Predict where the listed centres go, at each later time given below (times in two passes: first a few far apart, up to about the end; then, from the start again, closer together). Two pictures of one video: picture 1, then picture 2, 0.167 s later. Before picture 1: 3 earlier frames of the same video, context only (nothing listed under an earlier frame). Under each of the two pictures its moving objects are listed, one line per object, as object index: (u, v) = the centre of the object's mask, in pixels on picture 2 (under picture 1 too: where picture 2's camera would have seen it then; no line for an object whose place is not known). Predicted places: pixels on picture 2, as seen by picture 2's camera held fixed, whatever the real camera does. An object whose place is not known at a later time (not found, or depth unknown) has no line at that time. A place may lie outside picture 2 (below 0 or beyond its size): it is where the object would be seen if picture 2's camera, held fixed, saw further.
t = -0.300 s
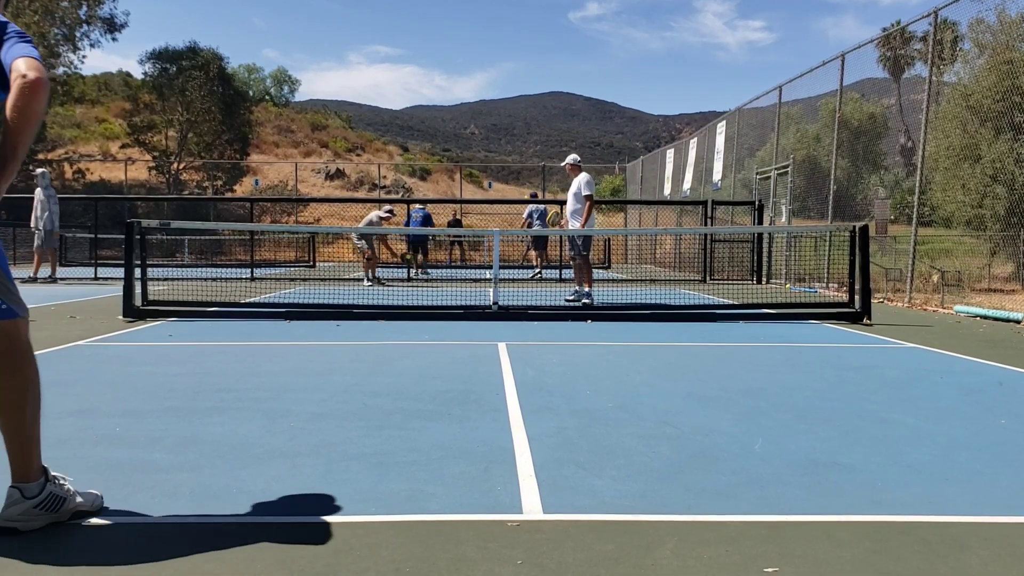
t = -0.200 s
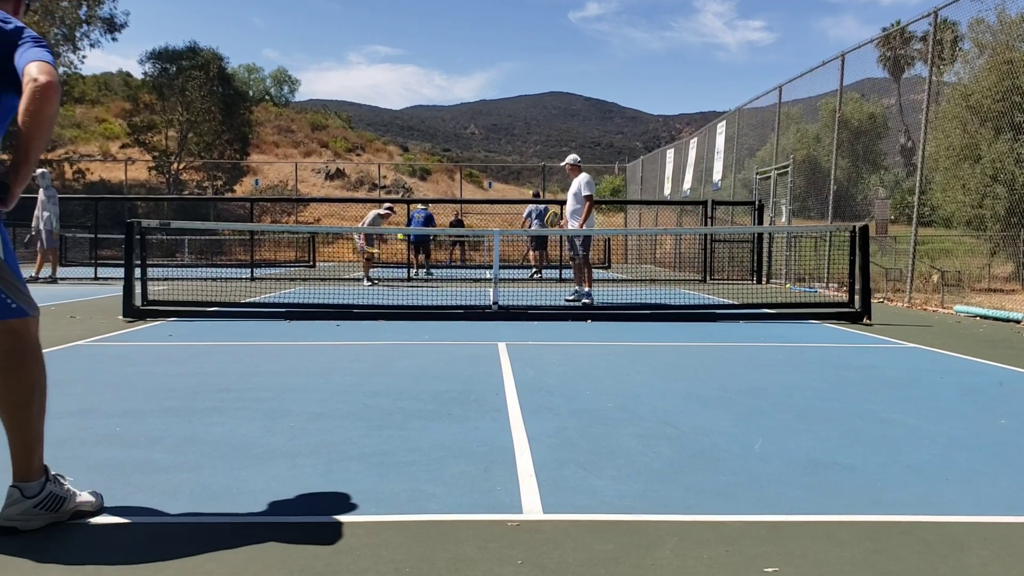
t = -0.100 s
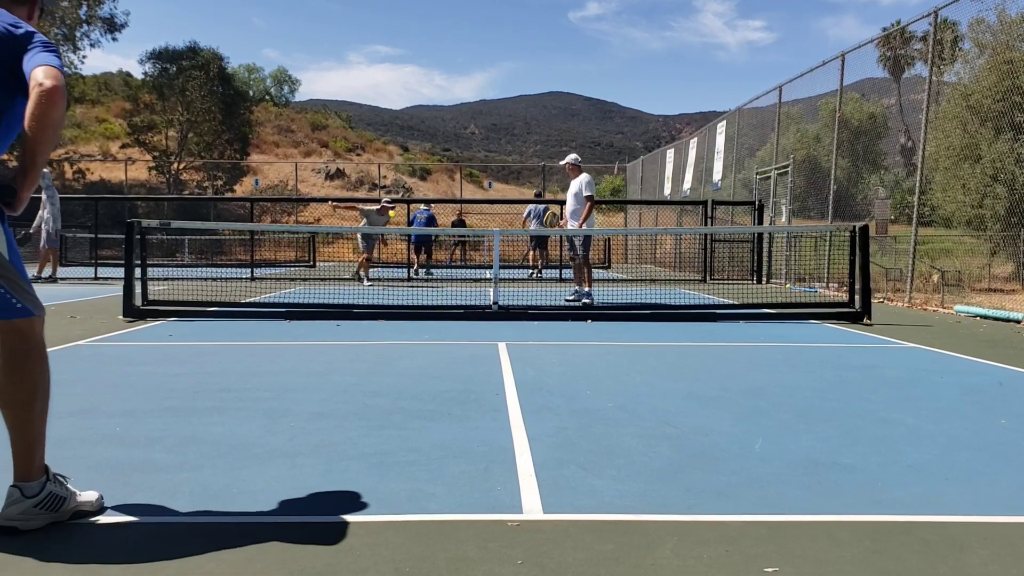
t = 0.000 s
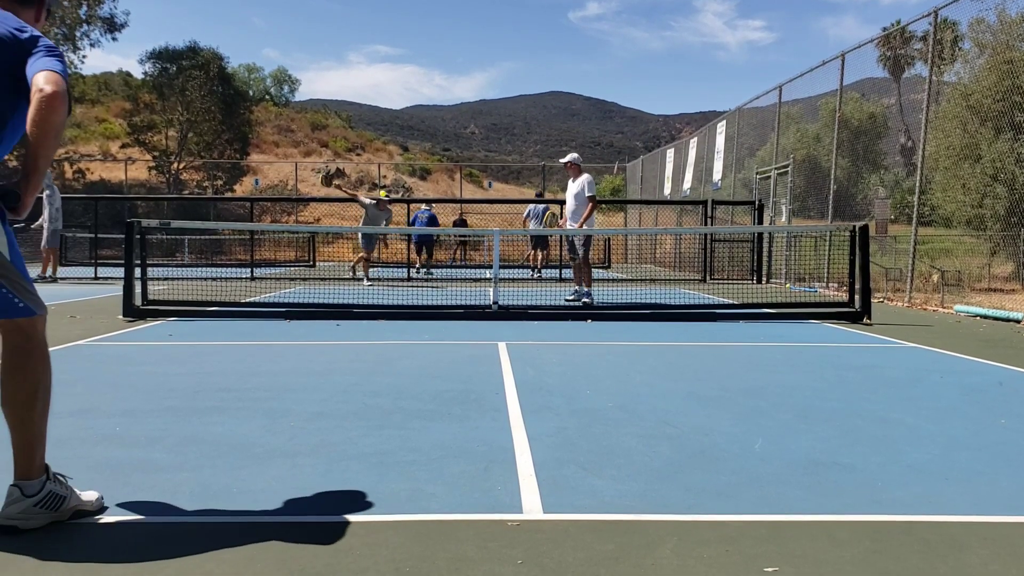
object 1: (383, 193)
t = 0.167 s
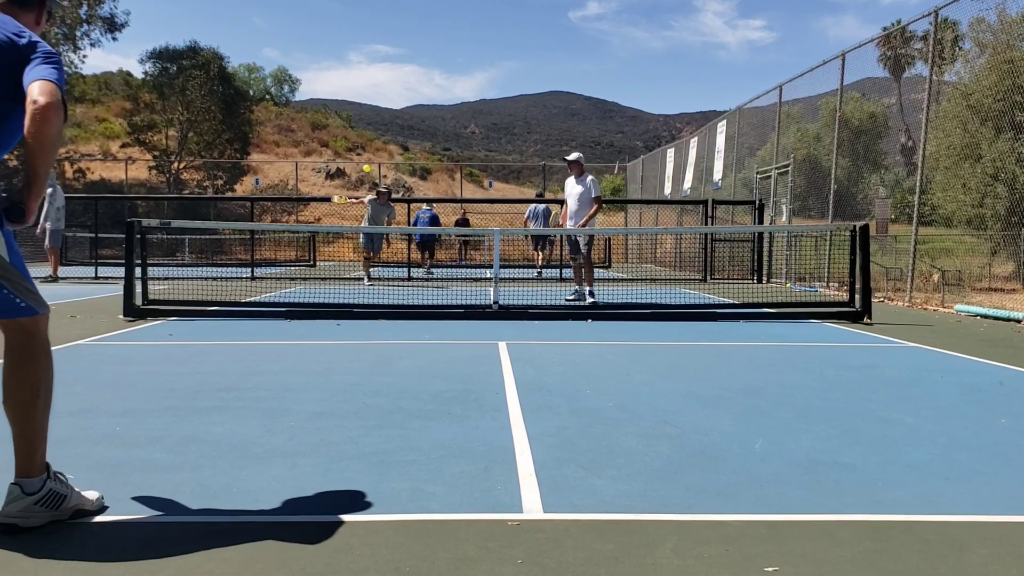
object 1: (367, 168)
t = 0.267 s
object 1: (356, 160)
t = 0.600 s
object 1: (308, 195)
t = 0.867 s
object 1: (244, 363)
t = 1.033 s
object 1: (203, 316)
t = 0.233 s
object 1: (359, 162)
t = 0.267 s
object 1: (356, 160)
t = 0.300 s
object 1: (352, 159)
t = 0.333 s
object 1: (348, 158)
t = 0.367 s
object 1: (344, 158)
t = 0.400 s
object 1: (340, 160)
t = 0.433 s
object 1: (335, 162)
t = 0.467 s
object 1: (331, 166)
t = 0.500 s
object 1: (325, 171)
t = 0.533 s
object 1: (320, 177)
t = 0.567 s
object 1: (315, 185)
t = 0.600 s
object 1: (308, 195)
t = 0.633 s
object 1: (303, 206)
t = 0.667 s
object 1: (296, 220)
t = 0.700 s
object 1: (289, 236)
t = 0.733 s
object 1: (282, 254)
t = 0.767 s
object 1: (273, 276)
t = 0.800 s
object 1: (264, 301)
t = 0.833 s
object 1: (255, 329)
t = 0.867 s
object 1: (244, 363)
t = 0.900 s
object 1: (235, 368)
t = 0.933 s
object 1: (228, 352)
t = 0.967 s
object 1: (220, 339)
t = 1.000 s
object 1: (212, 326)
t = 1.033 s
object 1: (203, 316)
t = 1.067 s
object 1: (194, 307)
